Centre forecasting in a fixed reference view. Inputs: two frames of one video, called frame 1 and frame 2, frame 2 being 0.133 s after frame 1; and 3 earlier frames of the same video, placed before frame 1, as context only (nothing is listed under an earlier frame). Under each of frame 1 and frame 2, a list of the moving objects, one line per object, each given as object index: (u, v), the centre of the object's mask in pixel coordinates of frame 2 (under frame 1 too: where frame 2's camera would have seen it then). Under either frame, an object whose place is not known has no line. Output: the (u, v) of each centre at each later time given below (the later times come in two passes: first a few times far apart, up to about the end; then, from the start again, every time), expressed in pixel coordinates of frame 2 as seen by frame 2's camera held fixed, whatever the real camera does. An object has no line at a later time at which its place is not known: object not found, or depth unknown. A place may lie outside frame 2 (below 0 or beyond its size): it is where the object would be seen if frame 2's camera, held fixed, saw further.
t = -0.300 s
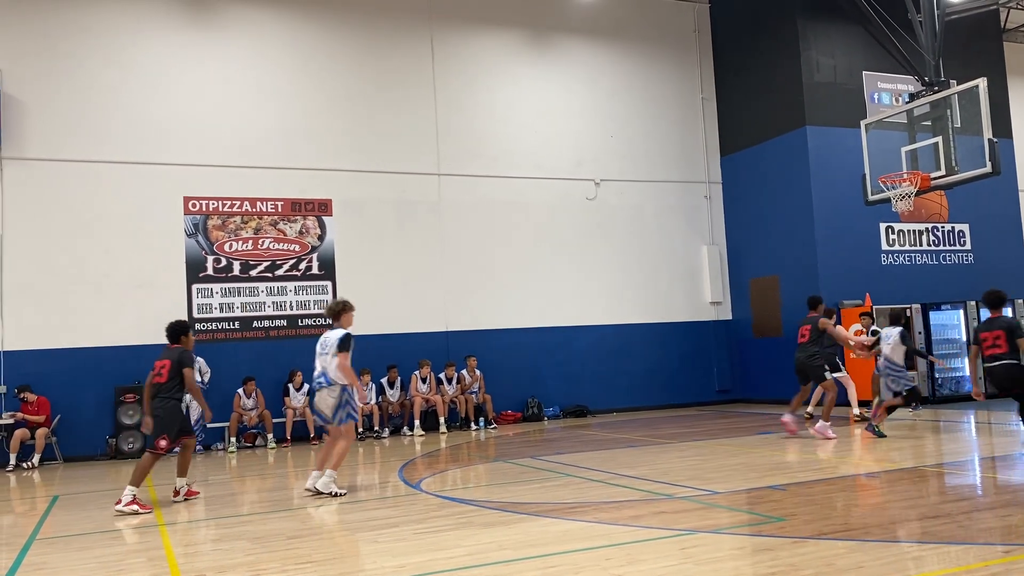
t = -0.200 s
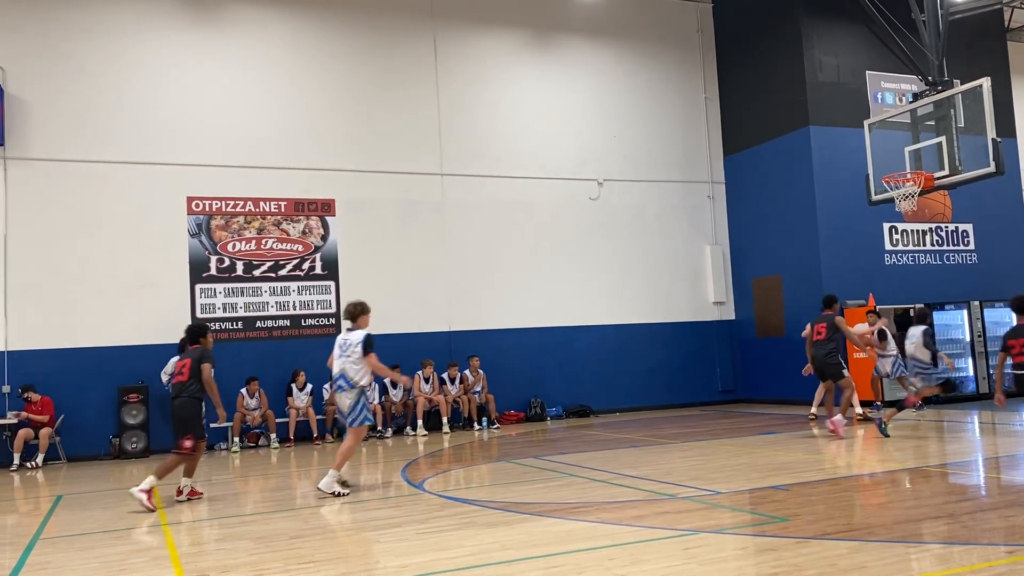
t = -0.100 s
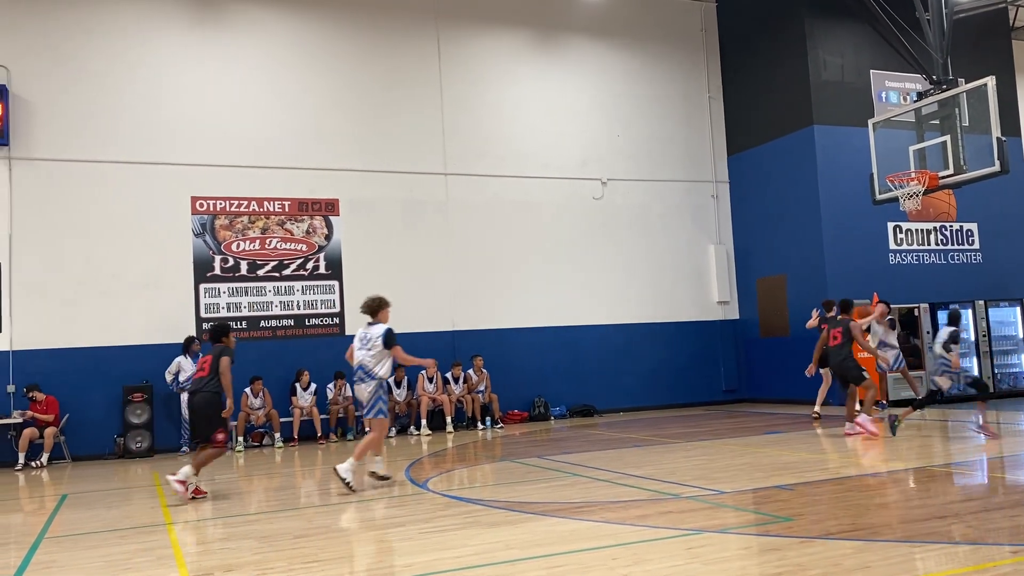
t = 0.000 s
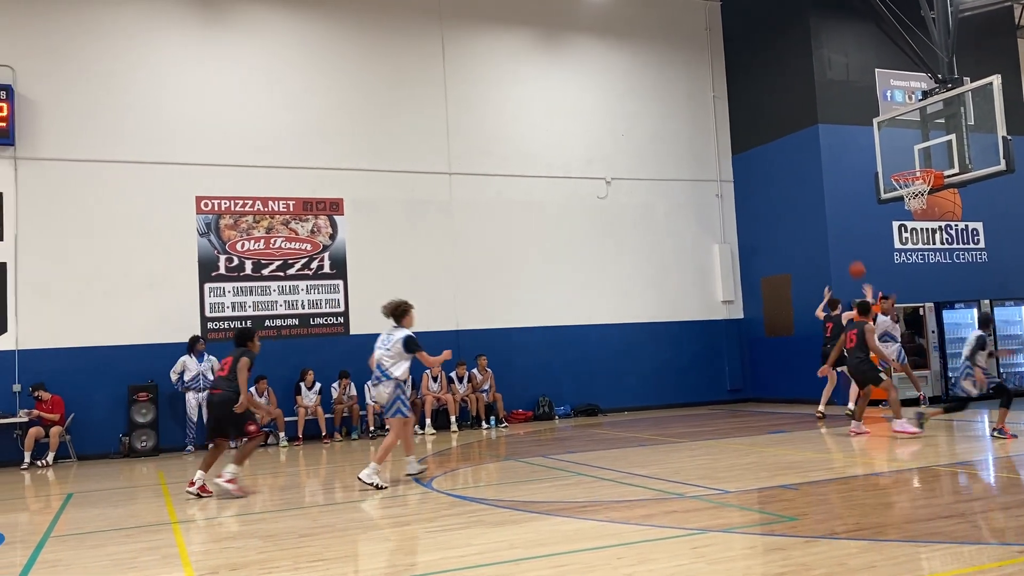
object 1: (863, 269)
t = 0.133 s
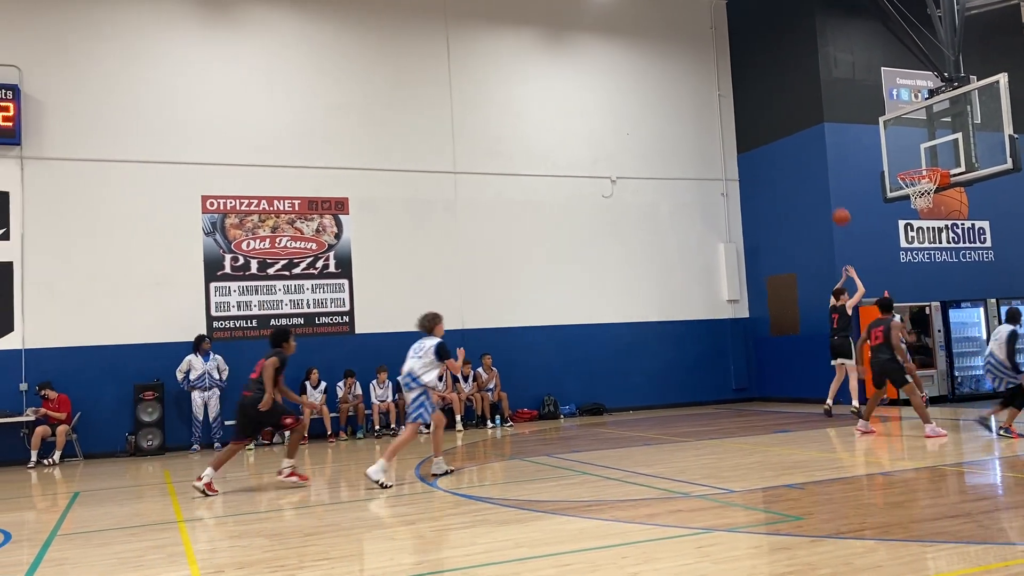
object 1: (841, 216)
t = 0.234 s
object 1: (824, 181)
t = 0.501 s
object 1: (775, 108)
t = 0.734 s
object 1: (724, 77)
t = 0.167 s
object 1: (835, 204)
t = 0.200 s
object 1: (830, 192)
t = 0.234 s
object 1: (824, 181)
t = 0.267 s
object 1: (819, 171)
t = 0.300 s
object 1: (813, 160)
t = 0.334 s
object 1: (806, 150)
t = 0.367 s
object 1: (800, 140)
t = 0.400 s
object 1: (794, 131)
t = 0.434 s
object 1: (788, 123)
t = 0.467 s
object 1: (781, 116)
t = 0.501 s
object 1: (775, 108)
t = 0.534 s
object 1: (768, 102)
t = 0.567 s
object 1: (761, 96)
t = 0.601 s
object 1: (754, 91)
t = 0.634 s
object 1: (747, 86)
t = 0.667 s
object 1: (740, 82)
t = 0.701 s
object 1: (733, 79)
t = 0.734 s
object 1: (724, 77)
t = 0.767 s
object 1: (715, 76)
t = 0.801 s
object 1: (707, 76)
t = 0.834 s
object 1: (699, 77)
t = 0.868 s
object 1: (689, 79)
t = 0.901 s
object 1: (681, 82)
